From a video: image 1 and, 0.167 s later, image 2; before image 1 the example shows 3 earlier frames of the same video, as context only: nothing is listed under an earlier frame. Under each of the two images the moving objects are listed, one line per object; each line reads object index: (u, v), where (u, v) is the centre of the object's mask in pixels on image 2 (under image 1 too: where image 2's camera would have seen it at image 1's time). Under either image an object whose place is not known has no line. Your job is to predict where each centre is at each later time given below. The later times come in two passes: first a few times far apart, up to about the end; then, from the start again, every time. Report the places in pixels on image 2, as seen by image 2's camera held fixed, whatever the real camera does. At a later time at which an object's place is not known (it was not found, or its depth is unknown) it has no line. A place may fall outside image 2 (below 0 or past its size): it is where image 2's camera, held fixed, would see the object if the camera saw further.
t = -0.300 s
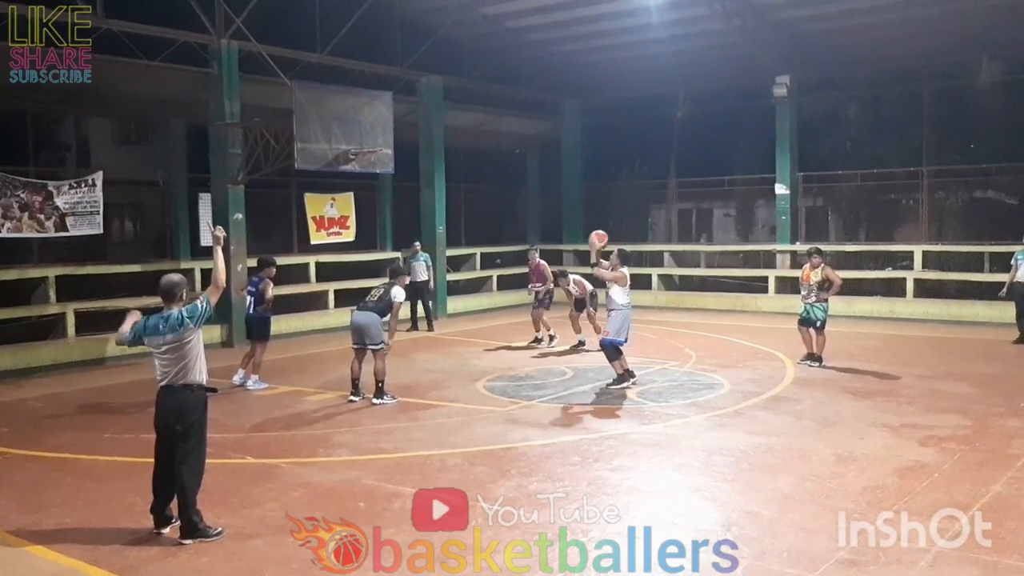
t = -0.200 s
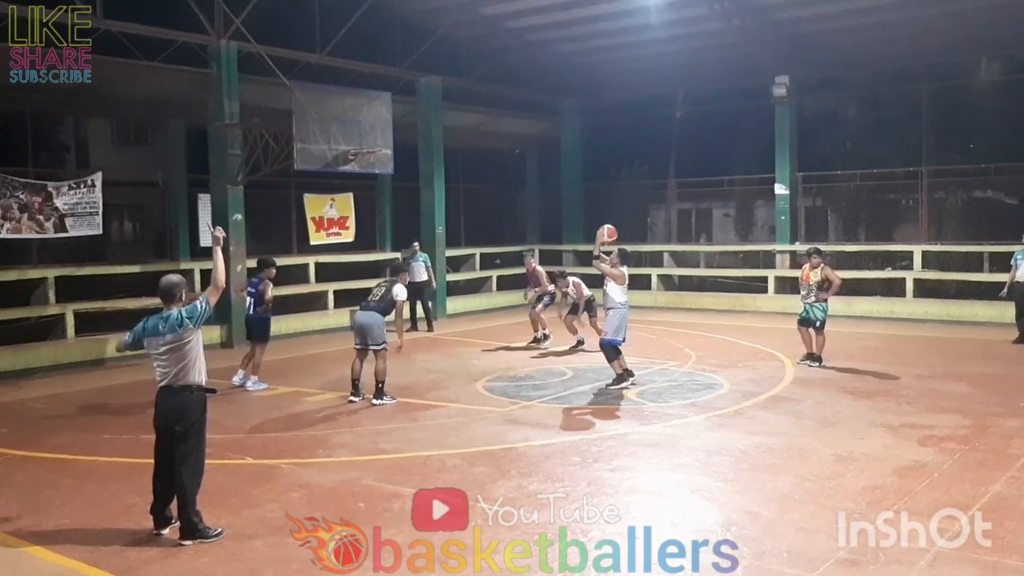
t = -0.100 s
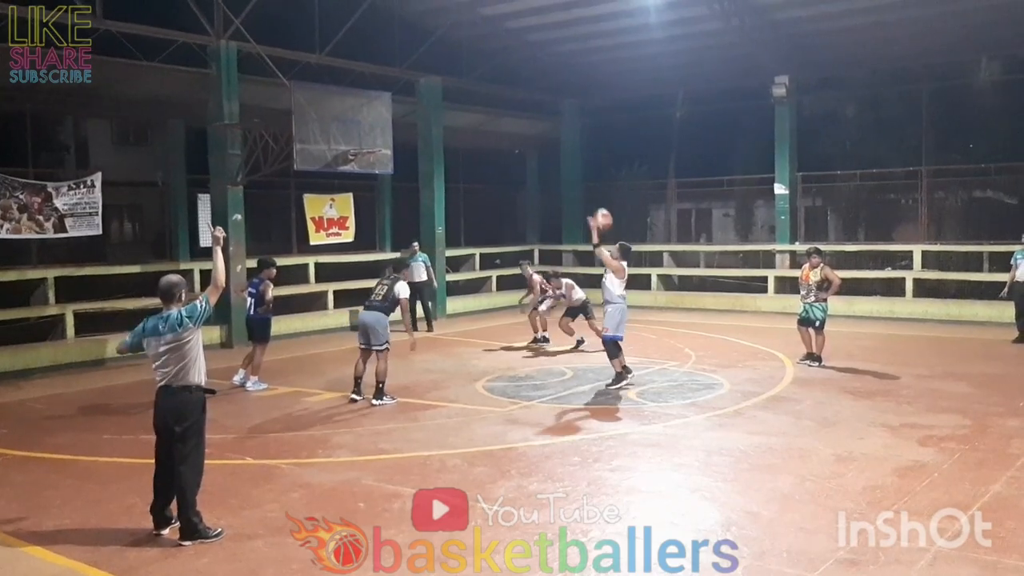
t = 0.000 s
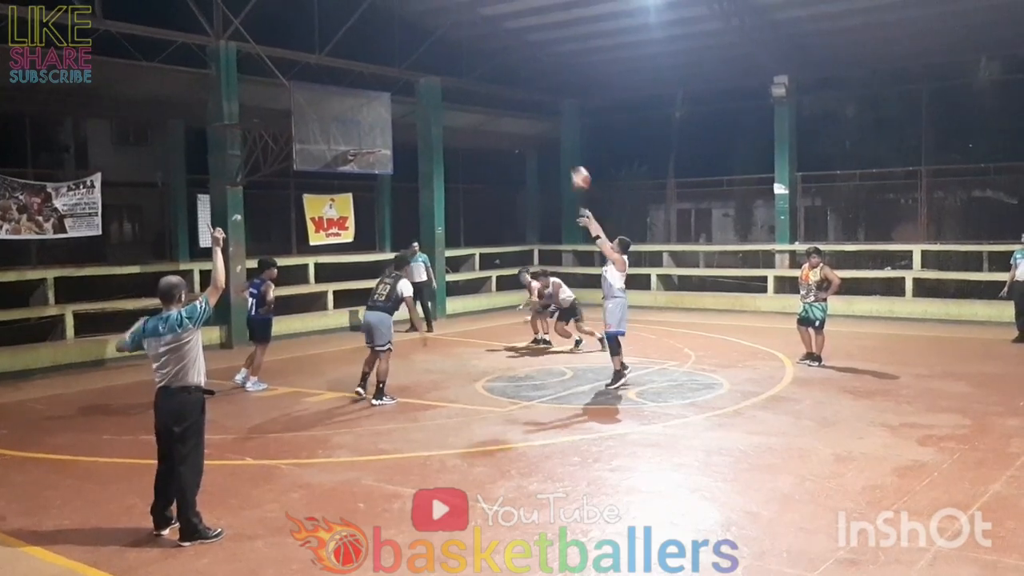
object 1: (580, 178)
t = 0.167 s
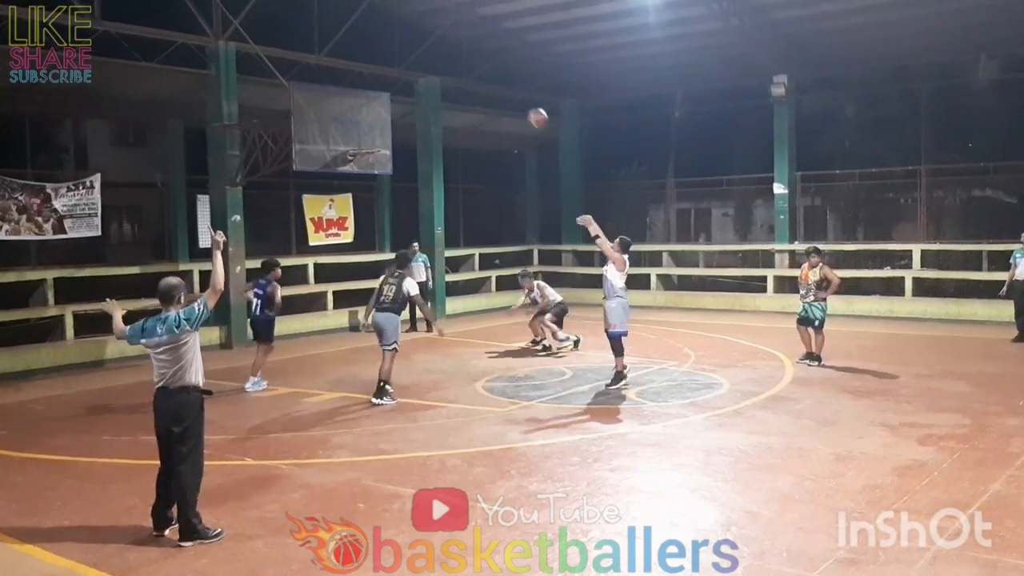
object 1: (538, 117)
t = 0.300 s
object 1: (507, 87)
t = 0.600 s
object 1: (444, 71)
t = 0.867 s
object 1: (395, 108)
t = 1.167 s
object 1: (382, 132)
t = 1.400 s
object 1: (415, 138)
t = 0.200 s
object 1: (529, 109)
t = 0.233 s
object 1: (522, 101)
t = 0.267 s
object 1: (514, 94)
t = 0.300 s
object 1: (507, 87)
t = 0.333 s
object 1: (499, 83)
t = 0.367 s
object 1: (491, 78)
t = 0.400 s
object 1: (484, 75)
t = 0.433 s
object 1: (477, 72)
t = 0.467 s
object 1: (470, 70)
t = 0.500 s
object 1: (463, 69)
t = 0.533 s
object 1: (456, 69)
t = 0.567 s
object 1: (450, 70)
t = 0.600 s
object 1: (444, 71)
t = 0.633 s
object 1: (437, 72)
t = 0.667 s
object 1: (431, 76)
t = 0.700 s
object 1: (425, 79)
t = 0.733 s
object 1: (418, 84)
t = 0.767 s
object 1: (413, 89)
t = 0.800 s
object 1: (407, 94)
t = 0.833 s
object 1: (401, 100)
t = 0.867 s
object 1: (395, 108)
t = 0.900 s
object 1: (391, 115)
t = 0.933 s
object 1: (385, 125)
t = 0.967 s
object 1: (382, 133)
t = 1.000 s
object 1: (376, 142)
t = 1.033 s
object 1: (373, 142)
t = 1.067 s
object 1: (372, 140)
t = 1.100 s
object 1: (373, 138)
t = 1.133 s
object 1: (377, 134)
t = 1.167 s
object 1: (382, 132)
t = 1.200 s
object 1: (387, 131)
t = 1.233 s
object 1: (391, 130)
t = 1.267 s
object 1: (396, 130)
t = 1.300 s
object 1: (400, 131)
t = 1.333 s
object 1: (405, 132)
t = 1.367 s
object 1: (409, 135)
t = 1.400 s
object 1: (415, 138)
